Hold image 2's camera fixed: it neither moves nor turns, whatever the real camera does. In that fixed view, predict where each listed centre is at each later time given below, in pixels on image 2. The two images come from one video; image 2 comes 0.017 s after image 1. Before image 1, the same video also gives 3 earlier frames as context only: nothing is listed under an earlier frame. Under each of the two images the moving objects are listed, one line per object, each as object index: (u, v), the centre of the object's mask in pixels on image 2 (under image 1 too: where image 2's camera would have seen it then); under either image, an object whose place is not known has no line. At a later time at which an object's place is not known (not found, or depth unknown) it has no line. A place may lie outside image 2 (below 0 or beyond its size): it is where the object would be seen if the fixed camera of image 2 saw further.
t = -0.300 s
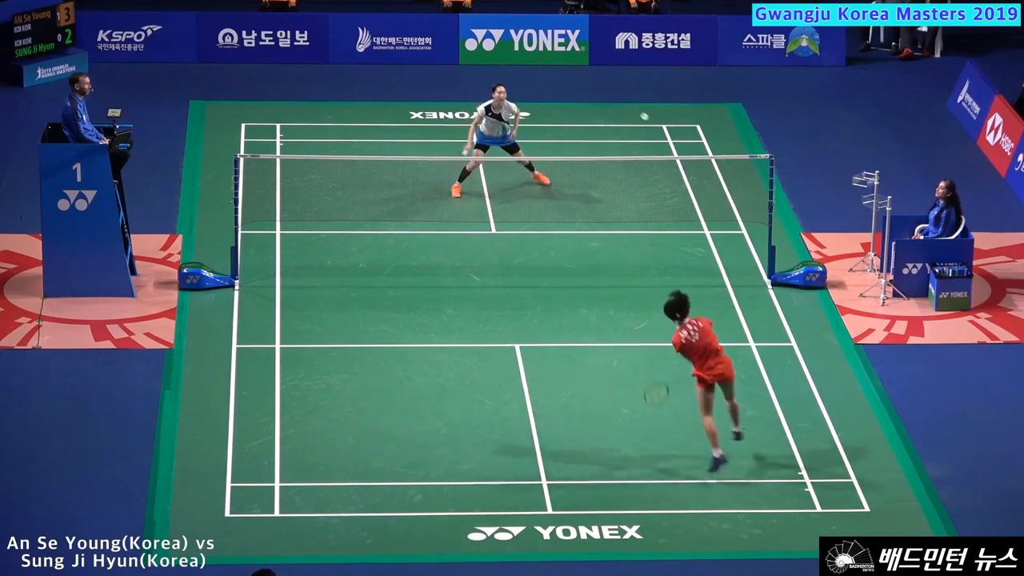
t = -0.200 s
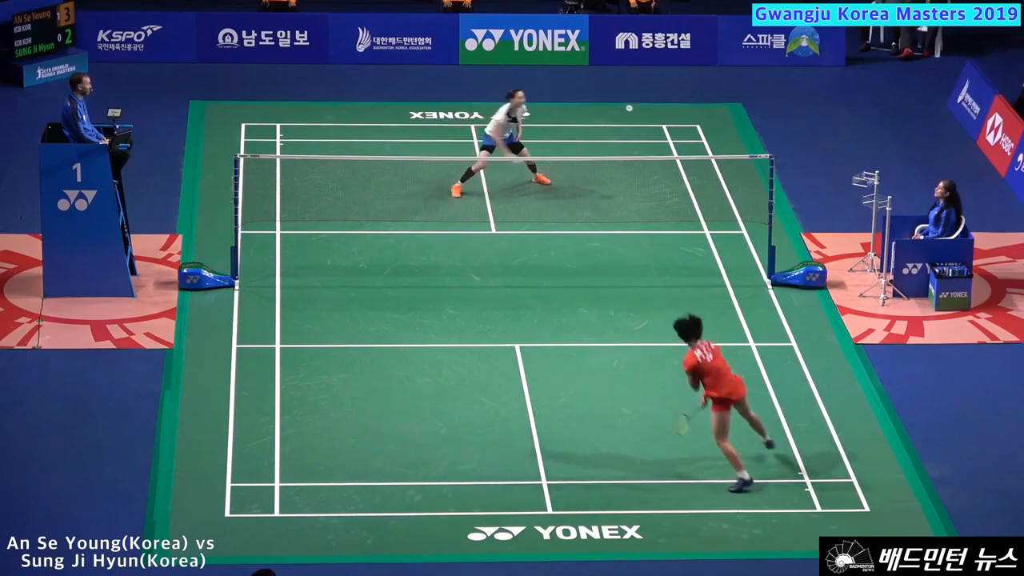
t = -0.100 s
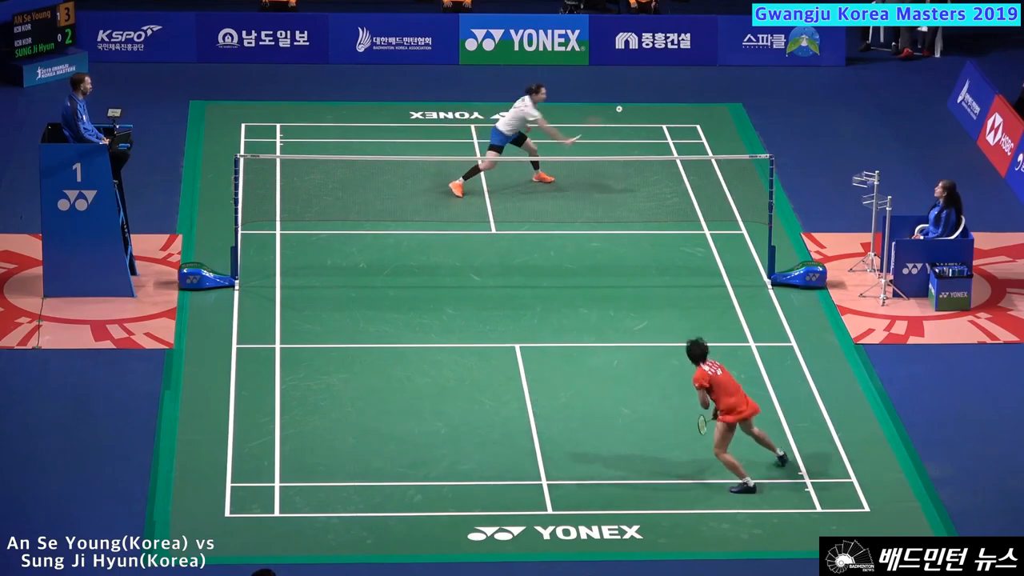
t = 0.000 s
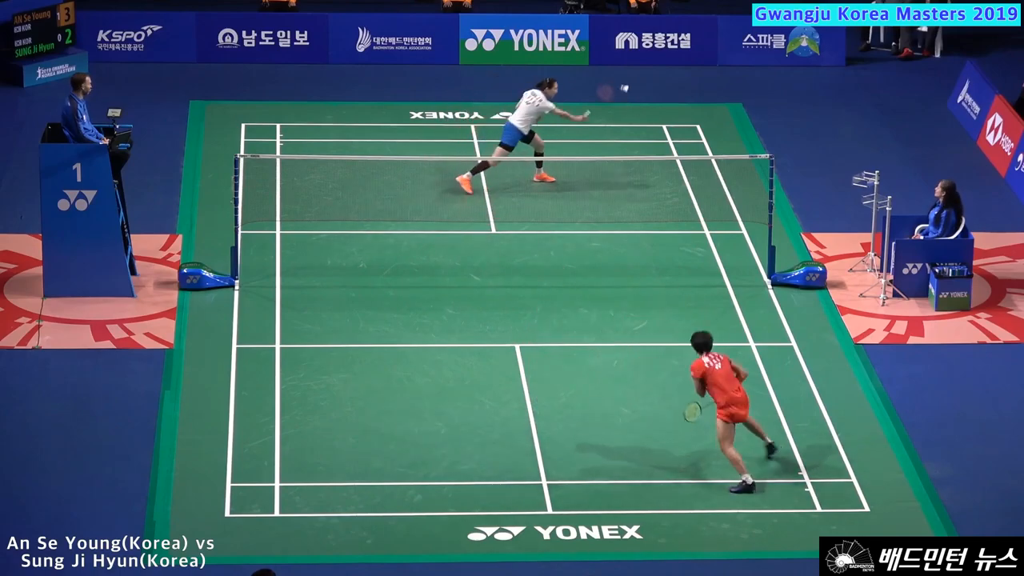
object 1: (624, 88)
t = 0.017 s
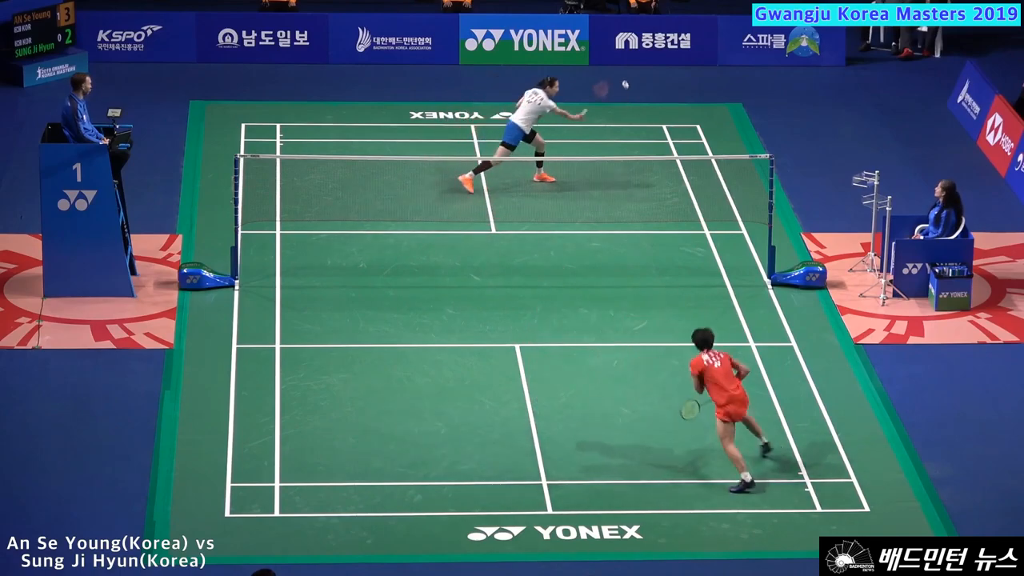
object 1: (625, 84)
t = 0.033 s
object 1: (624, 79)
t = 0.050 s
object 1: (625, 75)
